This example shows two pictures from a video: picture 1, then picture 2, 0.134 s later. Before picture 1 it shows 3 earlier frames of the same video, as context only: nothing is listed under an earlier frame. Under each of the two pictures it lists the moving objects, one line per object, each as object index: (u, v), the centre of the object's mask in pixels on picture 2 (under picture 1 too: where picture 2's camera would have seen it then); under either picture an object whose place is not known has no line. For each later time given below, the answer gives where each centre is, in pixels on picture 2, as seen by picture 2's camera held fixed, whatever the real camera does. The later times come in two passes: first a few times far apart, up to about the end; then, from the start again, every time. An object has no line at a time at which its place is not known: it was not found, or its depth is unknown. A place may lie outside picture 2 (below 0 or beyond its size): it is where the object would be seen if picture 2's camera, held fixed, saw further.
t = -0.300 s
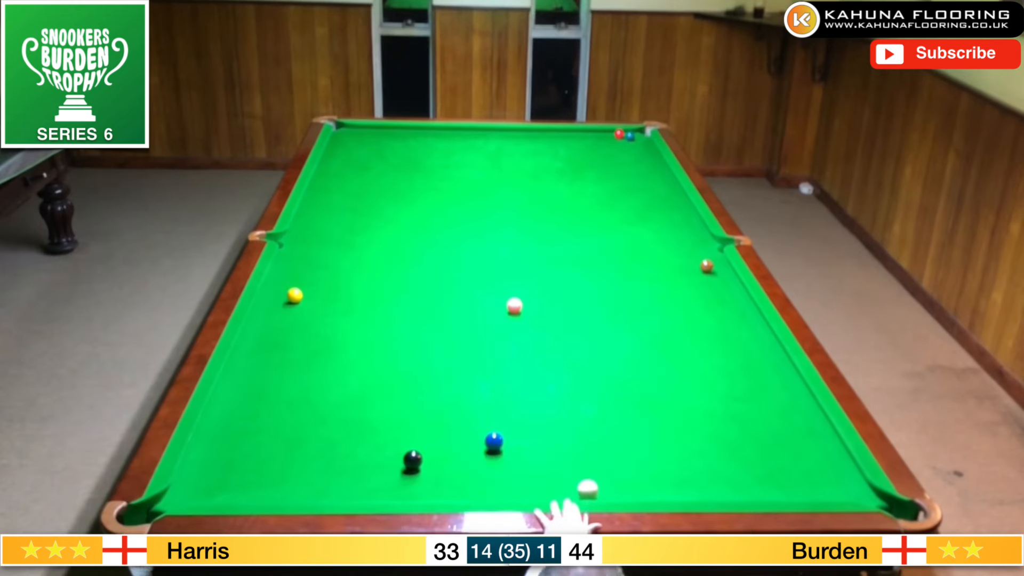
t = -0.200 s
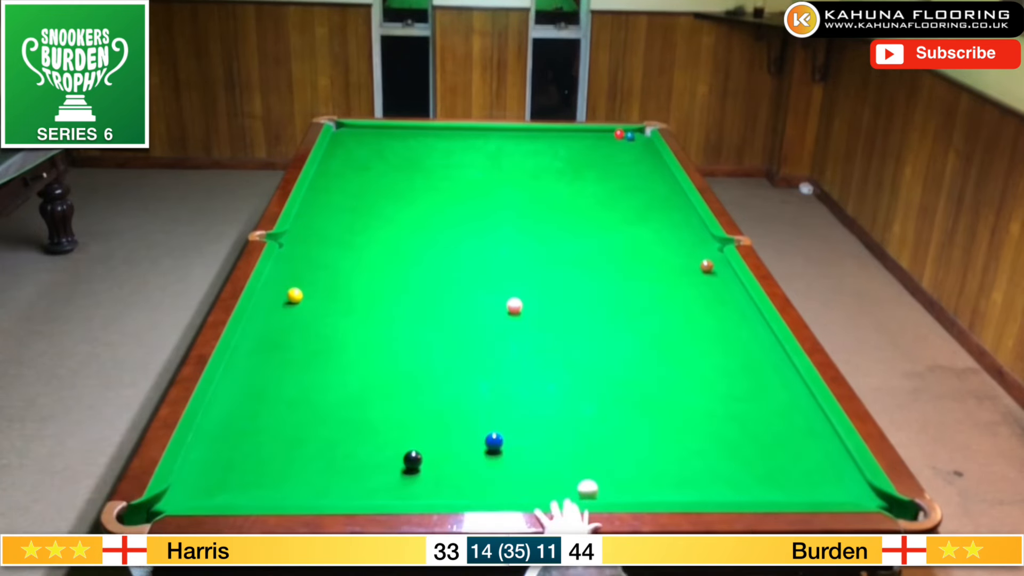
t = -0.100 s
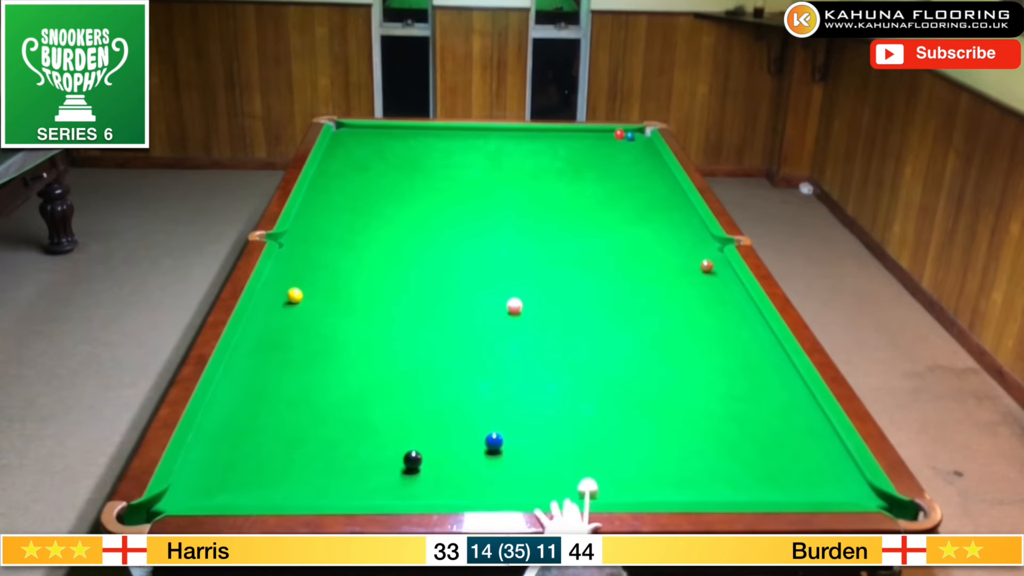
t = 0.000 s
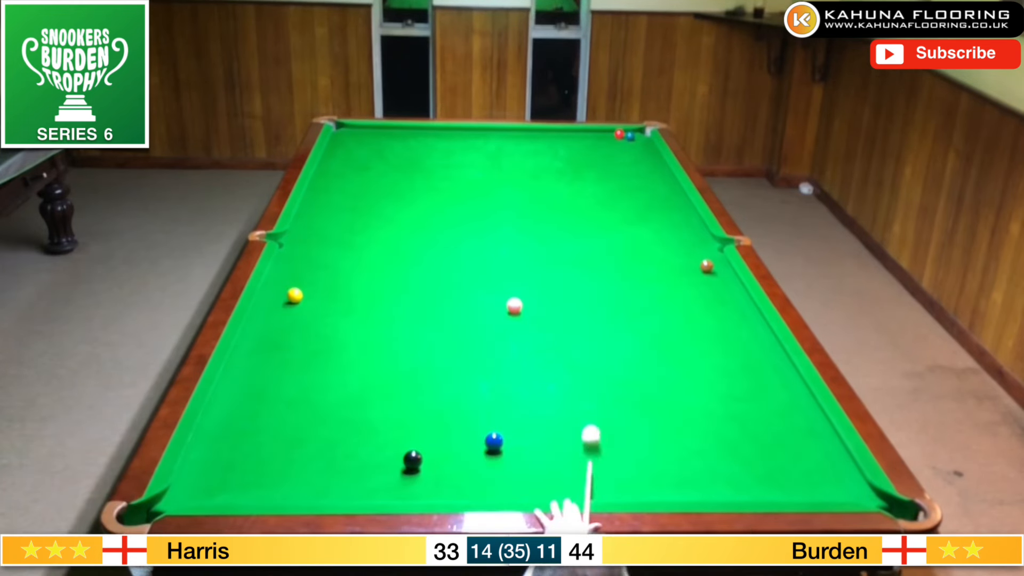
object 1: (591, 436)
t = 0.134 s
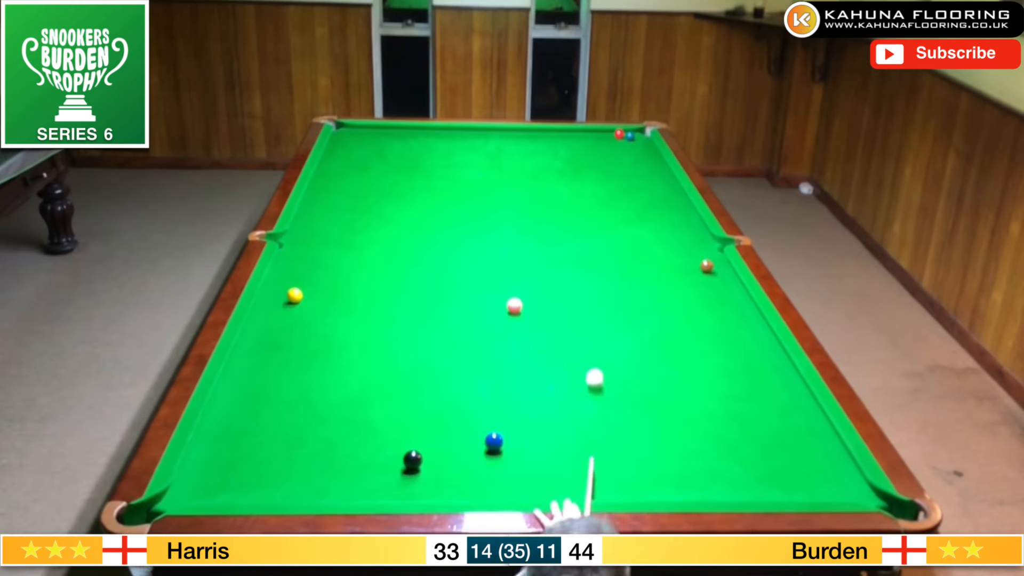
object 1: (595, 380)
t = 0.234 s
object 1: (597, 344)
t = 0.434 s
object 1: (601, 285)
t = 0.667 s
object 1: (605, 233)
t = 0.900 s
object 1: (608, 192)
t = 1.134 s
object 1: (610, 159)
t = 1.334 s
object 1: (612, 136)
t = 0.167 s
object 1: (595, 367)
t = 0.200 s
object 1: (596, 355)
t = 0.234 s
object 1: (597, 344)
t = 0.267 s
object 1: (598, 333)
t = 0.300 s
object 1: (599, 323)
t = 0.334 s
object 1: (599, 312)
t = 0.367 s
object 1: (600, 303)
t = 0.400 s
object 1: (601, 294)
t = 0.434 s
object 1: (601, 285)
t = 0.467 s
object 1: (602, 277)
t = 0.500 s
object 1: (603, 269)
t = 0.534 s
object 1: (603, 261)
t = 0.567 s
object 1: (603, 253)
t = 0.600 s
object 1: (604, 247)
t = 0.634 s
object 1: (604, 239)
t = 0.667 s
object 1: (605, 233)
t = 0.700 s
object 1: (605, 226)
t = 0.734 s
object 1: (606, 220)
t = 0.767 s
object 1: (606, 214)
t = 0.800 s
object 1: (607, 209)
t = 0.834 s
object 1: (607, 203)
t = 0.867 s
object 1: (607, 197)
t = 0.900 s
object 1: (608, 192)
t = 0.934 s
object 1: (608, 187)
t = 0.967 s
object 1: (609, 182)
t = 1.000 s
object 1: (609, 177)
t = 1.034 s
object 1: (609, 173)
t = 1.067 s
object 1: (610, 168)
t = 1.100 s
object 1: (610, 164)
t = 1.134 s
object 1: (610, 159)
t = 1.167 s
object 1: (611, 155)
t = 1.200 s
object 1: (611, 151)
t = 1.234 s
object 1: (611, 147)
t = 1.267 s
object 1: (611, 143)
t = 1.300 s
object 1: (611, 139)
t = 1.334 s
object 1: (612, 136)
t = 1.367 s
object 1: (608, 133)
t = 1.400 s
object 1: (602, 131)
